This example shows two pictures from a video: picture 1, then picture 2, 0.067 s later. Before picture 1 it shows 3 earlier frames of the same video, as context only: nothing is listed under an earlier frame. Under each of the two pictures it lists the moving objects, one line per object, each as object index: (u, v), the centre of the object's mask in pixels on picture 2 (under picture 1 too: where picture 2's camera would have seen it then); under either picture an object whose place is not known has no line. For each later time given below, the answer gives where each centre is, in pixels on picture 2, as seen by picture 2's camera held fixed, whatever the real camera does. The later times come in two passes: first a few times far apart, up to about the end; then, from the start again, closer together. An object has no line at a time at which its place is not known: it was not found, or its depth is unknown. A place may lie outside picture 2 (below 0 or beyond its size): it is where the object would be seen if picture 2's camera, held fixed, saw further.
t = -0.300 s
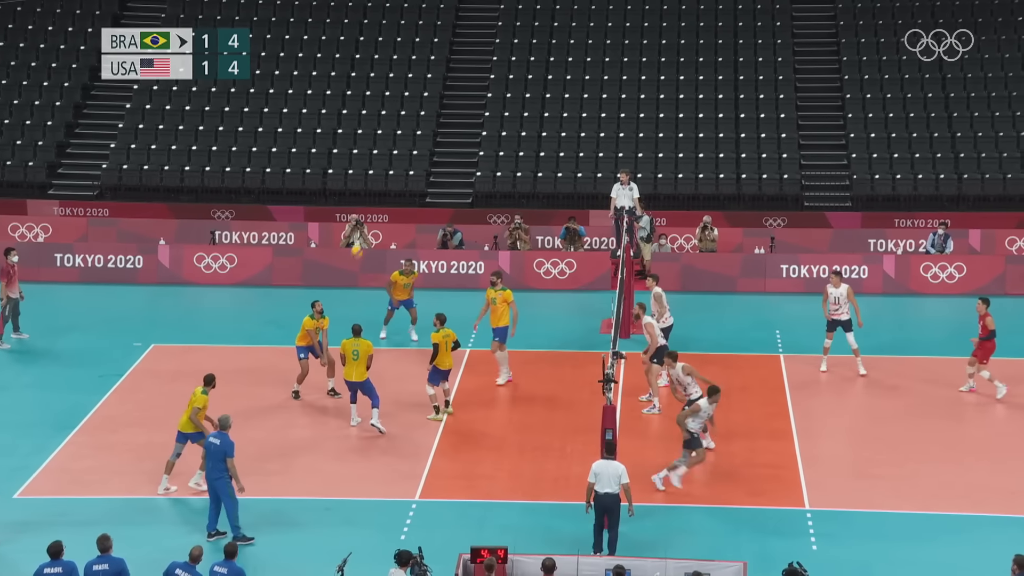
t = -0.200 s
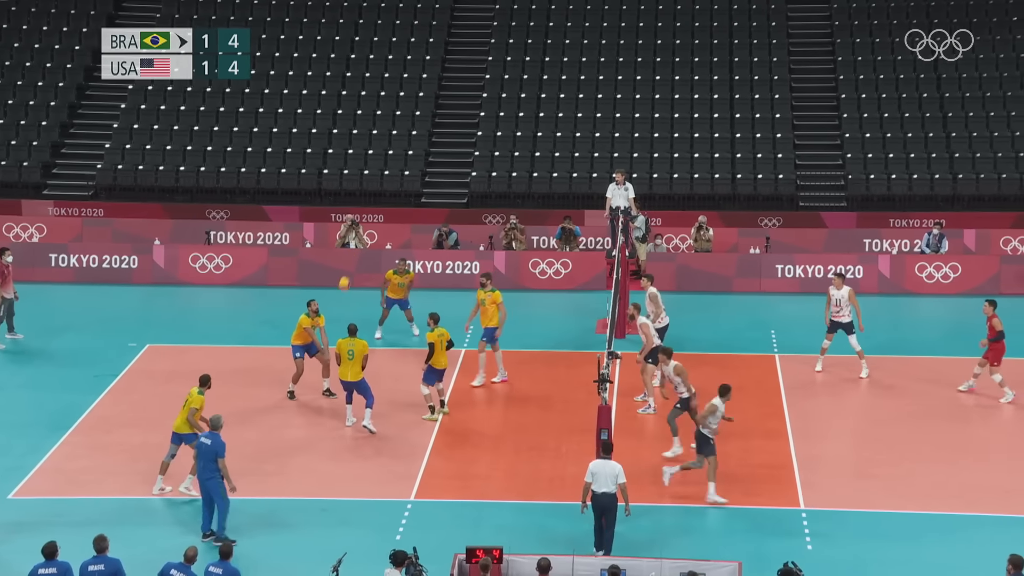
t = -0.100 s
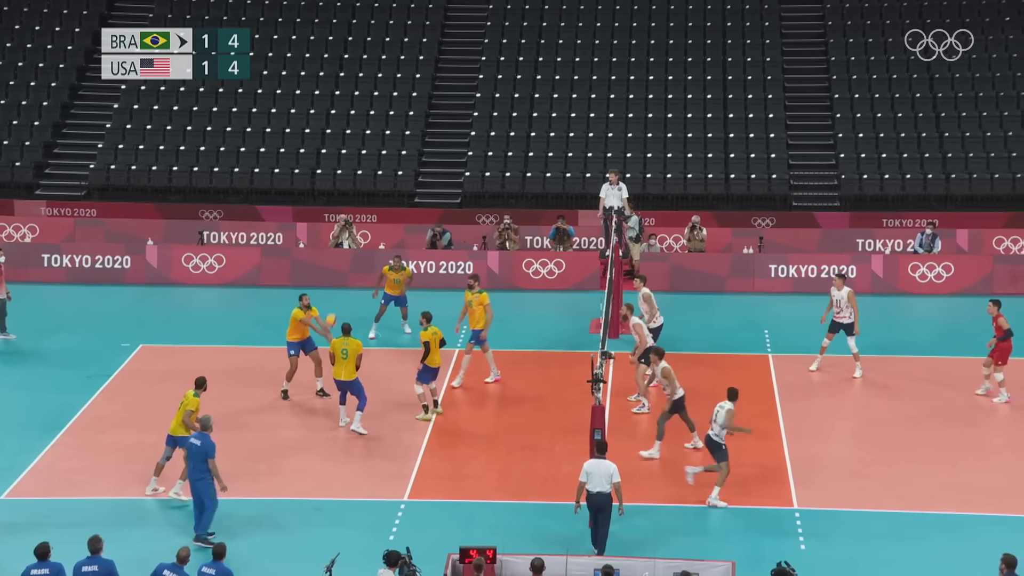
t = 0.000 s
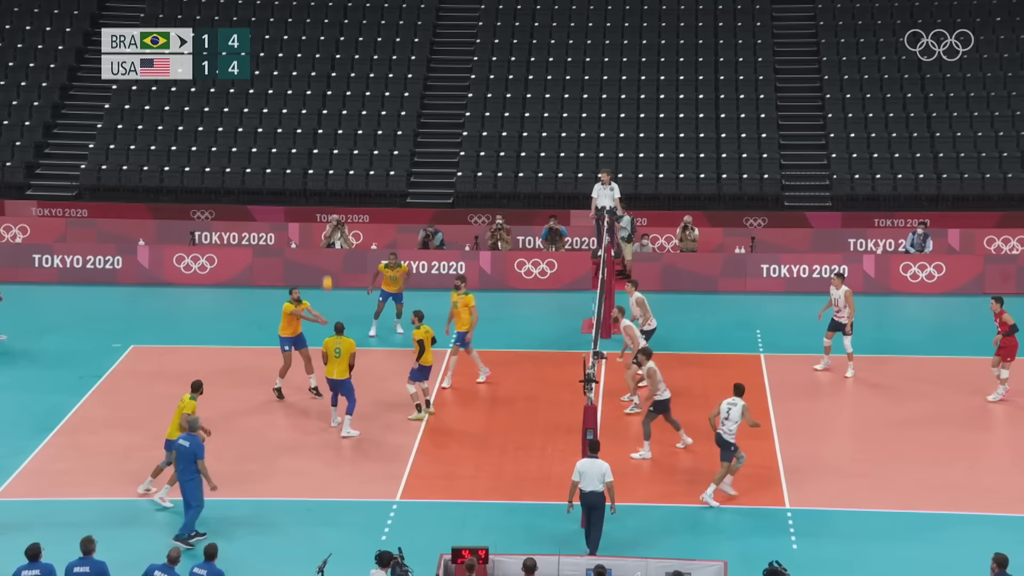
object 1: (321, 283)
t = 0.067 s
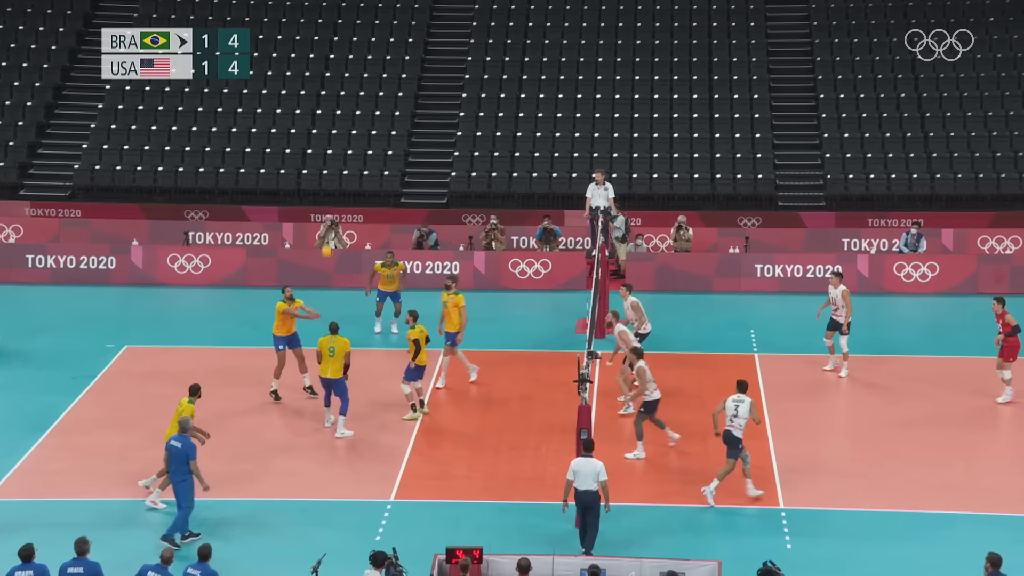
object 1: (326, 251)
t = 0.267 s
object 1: (341, 165)
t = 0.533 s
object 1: (359, 89)
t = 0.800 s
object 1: (377, 53)
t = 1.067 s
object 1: (396, 63)
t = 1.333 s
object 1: (417, 117)
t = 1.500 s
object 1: (430, 171)
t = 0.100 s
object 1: (329, 235)
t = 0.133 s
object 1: (331, 220)
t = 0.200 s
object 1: (336, 192)
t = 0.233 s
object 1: (339, 178)
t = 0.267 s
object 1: (341, 165)
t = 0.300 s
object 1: (343, 154)
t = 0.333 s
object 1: (345, 143)
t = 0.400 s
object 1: (350, 122)
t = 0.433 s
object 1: (352, 113)
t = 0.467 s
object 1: (354, 104)
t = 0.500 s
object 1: (356, 96)
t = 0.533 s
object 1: (359, 89)
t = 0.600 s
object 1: (363, 76)
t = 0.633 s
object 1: (365, 70)
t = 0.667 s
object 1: (368, 66)
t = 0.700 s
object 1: (370, 61)
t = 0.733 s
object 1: (372, 58)
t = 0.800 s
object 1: (377, 53)
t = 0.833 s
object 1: (379, 52)
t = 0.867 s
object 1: (382, 51)
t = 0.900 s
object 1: (384, 51)
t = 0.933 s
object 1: (386, 52)
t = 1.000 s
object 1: (392, 56)
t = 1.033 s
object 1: (394, 59)
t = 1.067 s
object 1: (396, 63)
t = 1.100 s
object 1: (399, 67)
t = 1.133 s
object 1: (402, 72)
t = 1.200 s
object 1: (407, 84)
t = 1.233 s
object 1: (409, 91)
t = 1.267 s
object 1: (412, 99)
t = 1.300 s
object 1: (414, 107)
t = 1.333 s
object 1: (417, 117)
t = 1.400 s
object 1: (422, 137)
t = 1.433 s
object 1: (425, 148)
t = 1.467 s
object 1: (427, 159)
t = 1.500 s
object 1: (430, 171)
